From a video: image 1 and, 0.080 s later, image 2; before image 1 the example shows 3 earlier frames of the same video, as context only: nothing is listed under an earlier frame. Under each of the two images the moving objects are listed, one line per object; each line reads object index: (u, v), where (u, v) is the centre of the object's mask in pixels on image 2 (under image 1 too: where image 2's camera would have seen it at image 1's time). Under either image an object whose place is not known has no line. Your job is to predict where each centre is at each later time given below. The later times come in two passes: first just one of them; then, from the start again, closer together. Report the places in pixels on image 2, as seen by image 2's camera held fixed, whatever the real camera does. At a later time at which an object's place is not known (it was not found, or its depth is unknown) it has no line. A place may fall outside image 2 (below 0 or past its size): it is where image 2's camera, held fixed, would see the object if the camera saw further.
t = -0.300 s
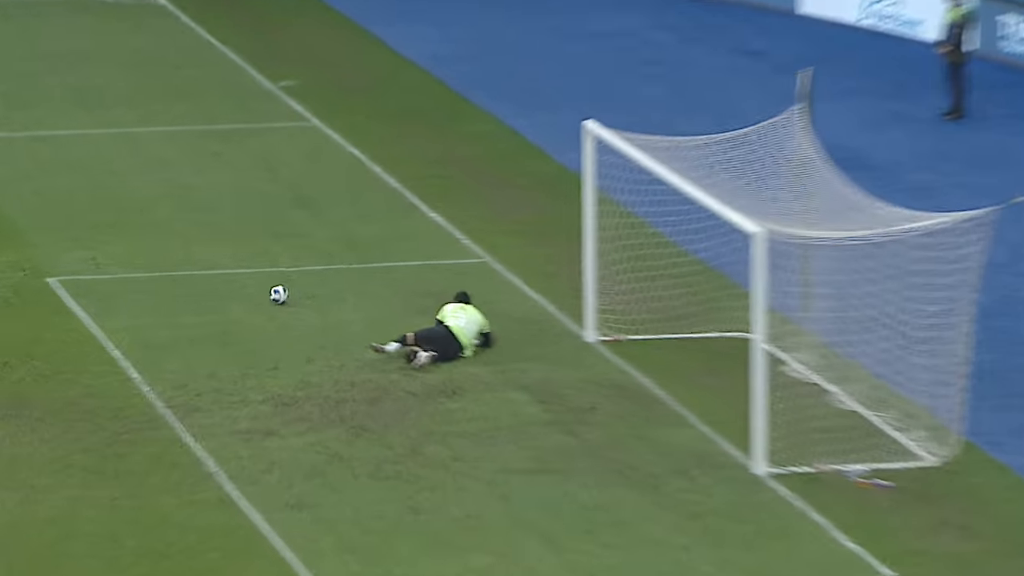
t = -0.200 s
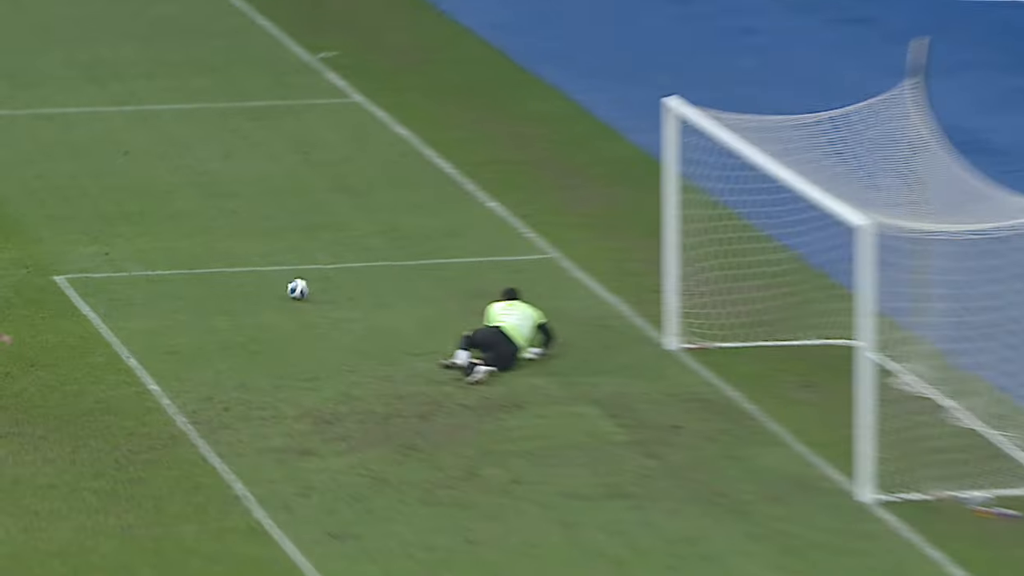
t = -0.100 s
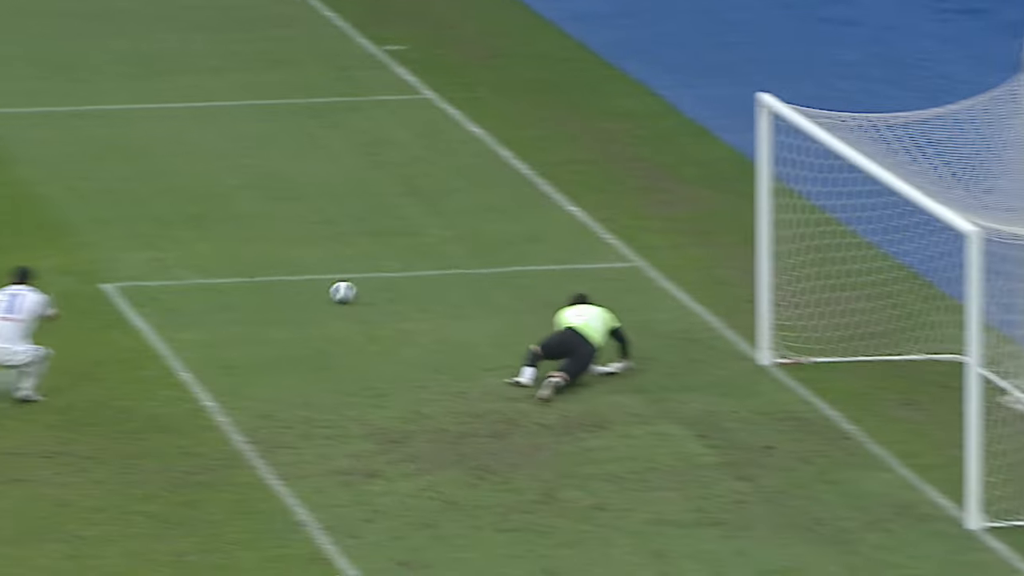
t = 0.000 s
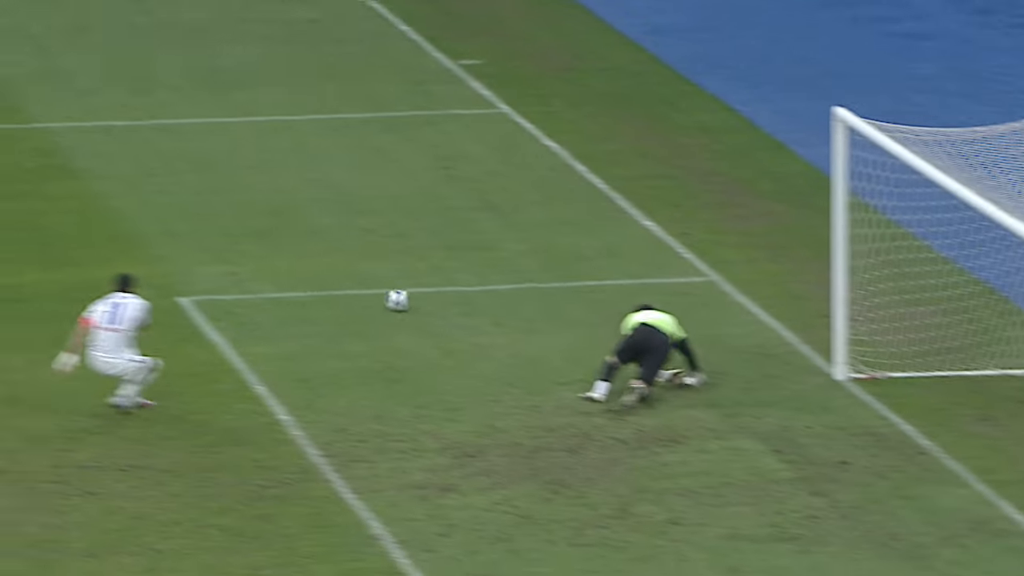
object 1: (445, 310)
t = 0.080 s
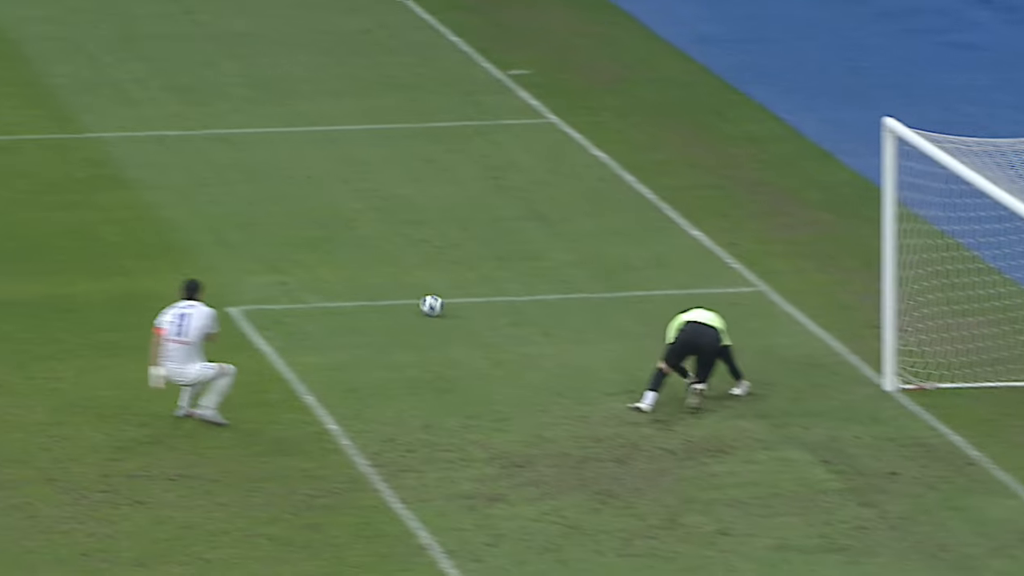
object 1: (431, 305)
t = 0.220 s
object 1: (406, 296)
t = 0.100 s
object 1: (428, 304)
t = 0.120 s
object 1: (424, 303)
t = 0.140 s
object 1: (420, 302)
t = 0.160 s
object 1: (417, 300)
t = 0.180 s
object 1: (413, 299)
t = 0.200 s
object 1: (409, 297)
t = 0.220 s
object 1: (406, 296)
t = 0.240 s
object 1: (403, 295)
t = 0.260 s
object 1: (399, 294)
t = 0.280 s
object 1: (396, 293)
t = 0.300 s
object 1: (392, 292)
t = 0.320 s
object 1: (389, 291)
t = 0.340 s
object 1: (386, 289)
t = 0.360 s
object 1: (382, 288)
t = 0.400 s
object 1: (376, 286)
